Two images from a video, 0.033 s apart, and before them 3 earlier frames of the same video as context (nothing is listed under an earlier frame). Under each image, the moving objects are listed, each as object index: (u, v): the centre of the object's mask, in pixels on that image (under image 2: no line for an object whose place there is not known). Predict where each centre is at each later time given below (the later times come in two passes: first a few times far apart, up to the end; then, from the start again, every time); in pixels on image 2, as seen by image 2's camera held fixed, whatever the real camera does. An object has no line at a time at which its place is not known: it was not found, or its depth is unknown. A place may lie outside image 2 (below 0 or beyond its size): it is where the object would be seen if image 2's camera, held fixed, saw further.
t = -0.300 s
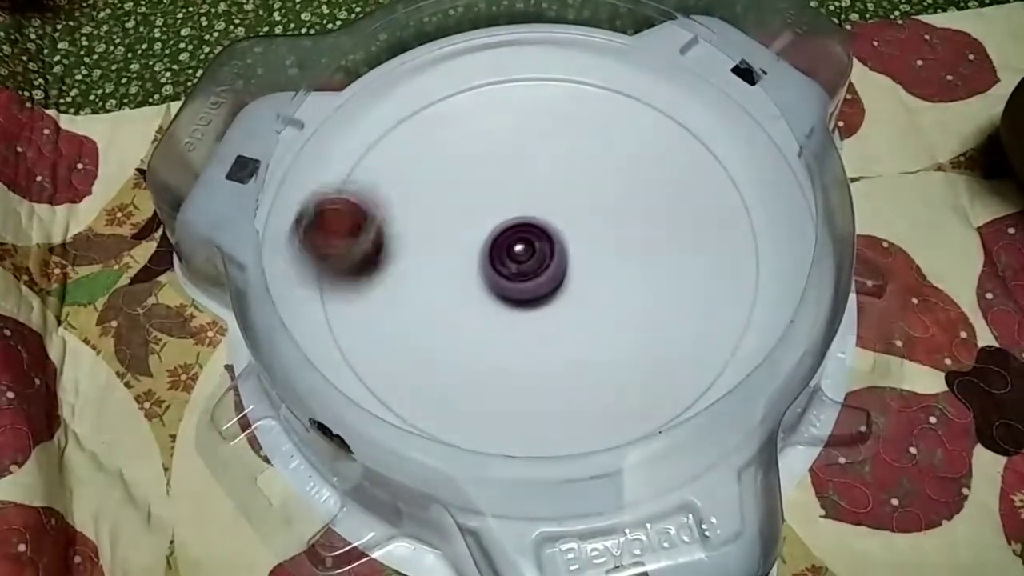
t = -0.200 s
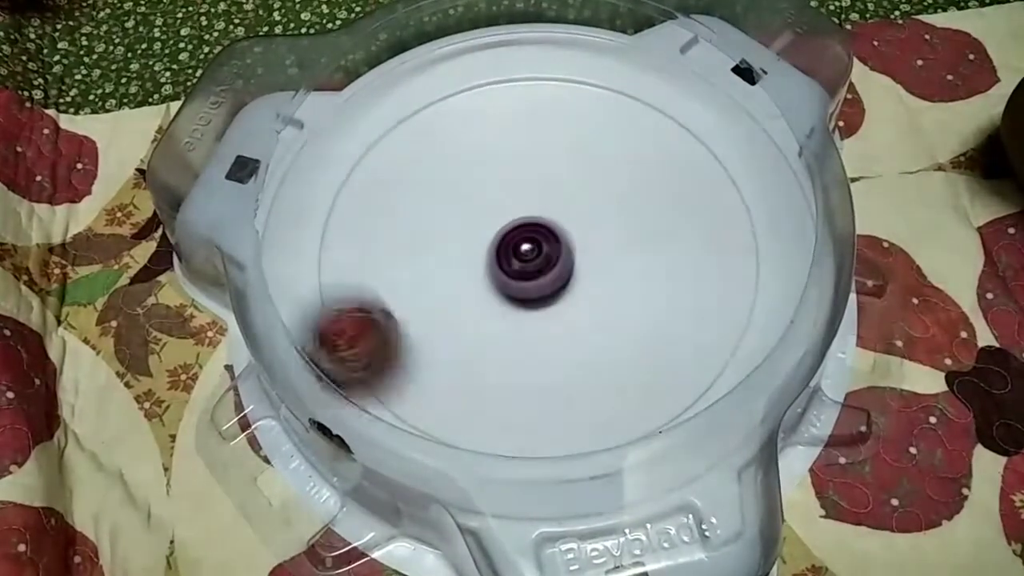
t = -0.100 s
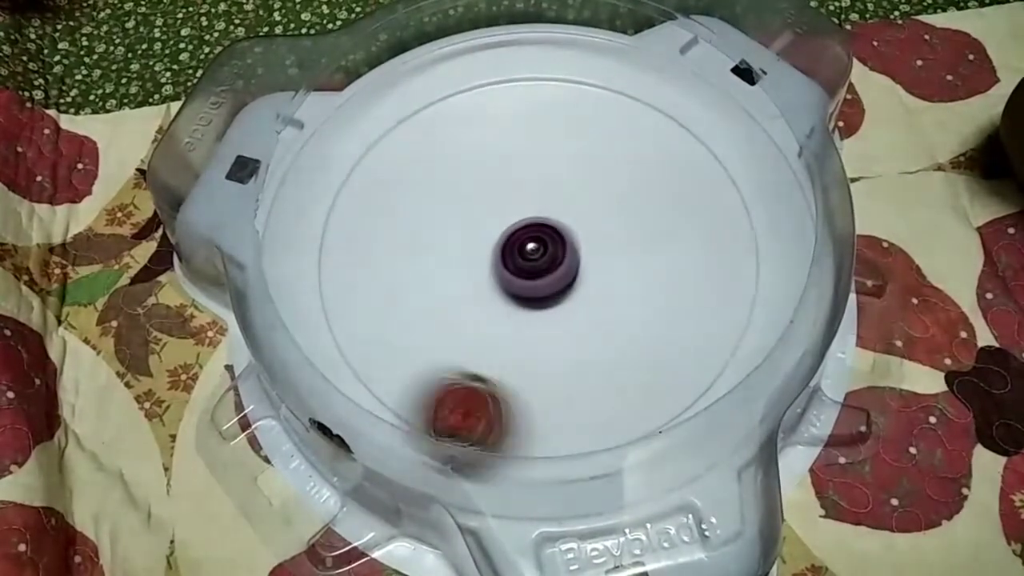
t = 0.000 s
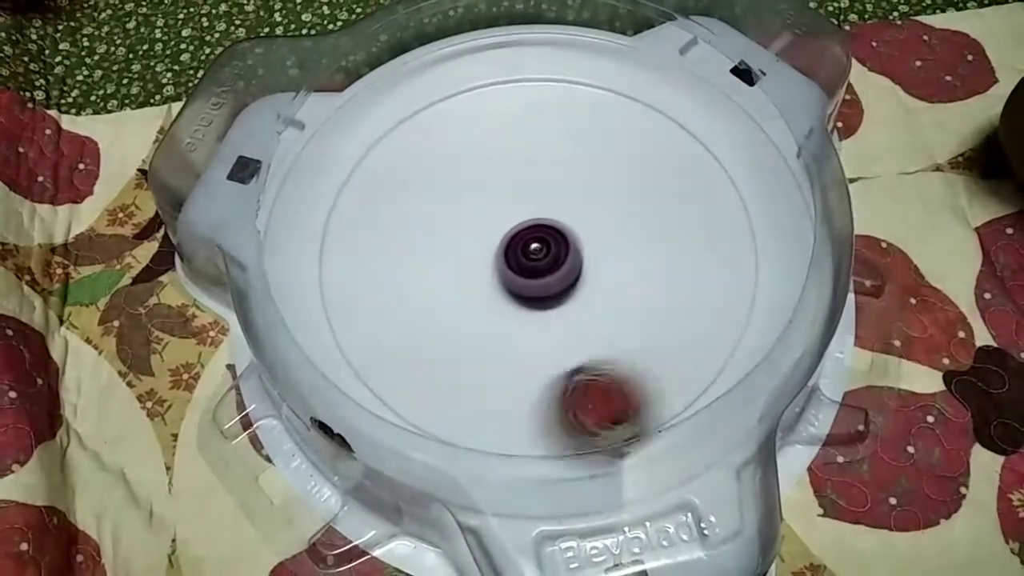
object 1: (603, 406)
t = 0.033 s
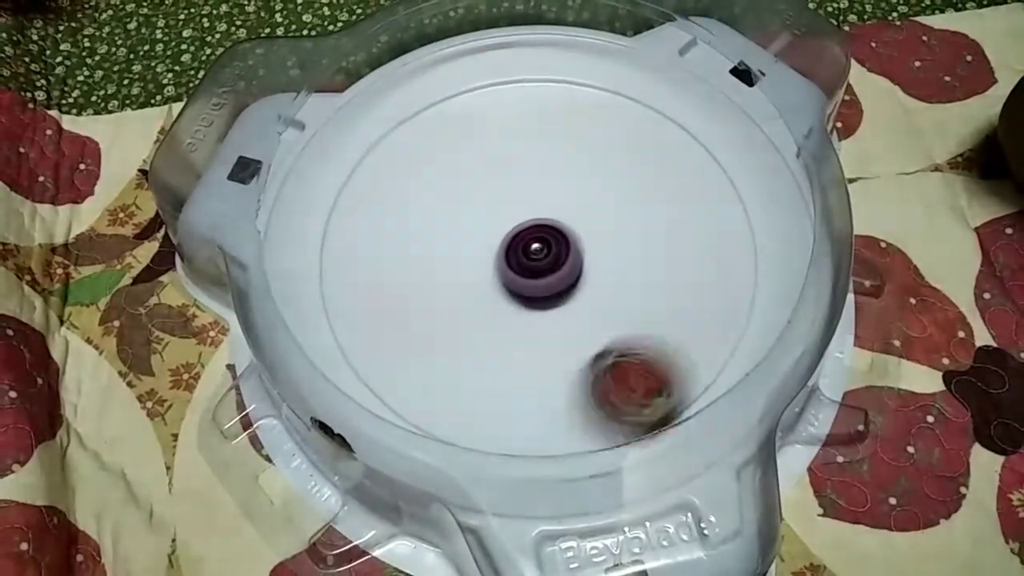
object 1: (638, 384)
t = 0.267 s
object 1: (637, 168)
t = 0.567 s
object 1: (370, 144)
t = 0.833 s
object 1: (482, 362)
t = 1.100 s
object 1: (675, 198)
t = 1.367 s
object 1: (506, 79)
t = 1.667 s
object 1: (433, 308)
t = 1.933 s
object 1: (699, 318)
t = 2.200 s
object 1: (667, 119)
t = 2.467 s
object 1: (420, 174)
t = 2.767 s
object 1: (460, 414)
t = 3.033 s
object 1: (682, 300)
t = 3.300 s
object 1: (551, 126)
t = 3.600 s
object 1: (331, 225)
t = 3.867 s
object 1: (539, 358)
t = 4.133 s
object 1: (667, 180)
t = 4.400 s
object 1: (503, 77)
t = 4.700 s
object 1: (421, 290)
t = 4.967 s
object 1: (659, 350)
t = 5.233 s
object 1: (686, 164)
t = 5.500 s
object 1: (466, 147)
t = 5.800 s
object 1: (393, 353)
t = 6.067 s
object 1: (624, 360)
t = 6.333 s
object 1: (613, 163)
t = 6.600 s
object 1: (423, 120)
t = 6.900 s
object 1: (429, 315)
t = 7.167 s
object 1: (651, 276)
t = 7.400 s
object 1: (654, 125)
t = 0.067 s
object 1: (661, 355)
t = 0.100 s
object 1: (674, 323)
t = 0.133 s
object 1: (678, 289)
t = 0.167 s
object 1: (675, 256)
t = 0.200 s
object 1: (667, 222)
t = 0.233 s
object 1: (655, 193)
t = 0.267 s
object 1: (637, 168)
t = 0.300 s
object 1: (616, 145)
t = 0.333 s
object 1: (589, 127)
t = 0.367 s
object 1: (560, 113)
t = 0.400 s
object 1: (529, 103)
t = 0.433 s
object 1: (497, 96)
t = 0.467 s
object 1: (462, 95)
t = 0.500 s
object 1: (425, 100)
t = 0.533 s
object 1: (394, 116)
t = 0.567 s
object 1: (370, 144)
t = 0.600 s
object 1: (352, 174)
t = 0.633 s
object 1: (338, 210)
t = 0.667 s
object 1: (336, 244)
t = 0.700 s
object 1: (347, 281)
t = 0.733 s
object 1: (368, 310)
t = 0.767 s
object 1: (400, 335)
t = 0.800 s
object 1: (438, 353)
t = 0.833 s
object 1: (482, 362)
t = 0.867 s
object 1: (523, 363)
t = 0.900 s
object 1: (563, 353)
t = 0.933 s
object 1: (596, 336)
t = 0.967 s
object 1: (626, 314)
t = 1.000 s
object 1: (647, 287)
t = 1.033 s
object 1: (661, 259)
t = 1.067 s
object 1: (670, 229)
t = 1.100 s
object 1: (675, 198)
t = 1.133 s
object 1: (675, 170)
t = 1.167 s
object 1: (668, 142)
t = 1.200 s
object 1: (656, 114)
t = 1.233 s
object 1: (634, 93)
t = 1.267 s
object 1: (608, 81)
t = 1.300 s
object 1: (574, 76)
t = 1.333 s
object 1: (541, 76)
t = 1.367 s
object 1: (506, 79)
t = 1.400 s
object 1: (473, 87)
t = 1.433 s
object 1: (440, 103)
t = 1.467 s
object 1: (415, 125)
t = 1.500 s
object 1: (398, 153)
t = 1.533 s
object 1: (388, 184)
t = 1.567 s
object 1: (385, 219)
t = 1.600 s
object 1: (393, 249)
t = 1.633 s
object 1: (409, 278)
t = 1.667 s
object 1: (433, 308)
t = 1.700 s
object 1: (457, 330)
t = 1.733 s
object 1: (491, 349)
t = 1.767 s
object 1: (529, 361)
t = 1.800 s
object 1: (569, 367)
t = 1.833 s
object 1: (610, 366)
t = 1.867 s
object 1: (644, 356)
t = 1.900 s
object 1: (675, 341)
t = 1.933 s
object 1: (699, 318)
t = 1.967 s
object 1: (718, 293)
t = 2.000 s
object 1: (732, 265)
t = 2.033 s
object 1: (740, 238)
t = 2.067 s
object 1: (741, 206)
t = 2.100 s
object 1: (735, 180)
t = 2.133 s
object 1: (719, 155)
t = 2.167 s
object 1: (695, 132)
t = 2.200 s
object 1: (667, 119)
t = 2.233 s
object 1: (634, 108)
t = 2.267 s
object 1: (602, 103)
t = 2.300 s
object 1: (568, 104)
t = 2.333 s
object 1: (534, 109)
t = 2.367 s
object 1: (502, 119)
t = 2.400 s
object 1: (471, 133)
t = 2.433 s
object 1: (445, 149)
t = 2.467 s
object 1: (420, 174)
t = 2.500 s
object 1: (401, 196)
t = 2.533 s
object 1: (384, 223)
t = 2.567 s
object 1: (375, 251)
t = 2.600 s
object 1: (373, 280)
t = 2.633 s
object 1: (376, 310)
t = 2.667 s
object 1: (388, 343)
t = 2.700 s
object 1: (405, 370)
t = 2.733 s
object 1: (431, 397)
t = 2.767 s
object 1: (460, 414)
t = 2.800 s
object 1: (501, 430)
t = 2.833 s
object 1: (545, 431)
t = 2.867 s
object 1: (584, 423)
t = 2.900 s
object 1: (619, 404)
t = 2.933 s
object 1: (649, 385)
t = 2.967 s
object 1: (669, 360)
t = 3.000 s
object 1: (679, 330)
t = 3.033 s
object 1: (682, 300)
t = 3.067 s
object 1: (680, 269)
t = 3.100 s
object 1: (673, 241)
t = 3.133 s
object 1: (661, 214)
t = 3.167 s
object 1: (645, 190)
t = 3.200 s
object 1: (627, 169)
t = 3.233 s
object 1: (602, 150)
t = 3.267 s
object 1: (578, 137)
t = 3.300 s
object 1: (551, 126)
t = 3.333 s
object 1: (521, 118)
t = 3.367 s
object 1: (490, 115)
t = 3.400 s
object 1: (460, 116)
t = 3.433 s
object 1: (430, 124)
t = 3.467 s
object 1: (400, 132)
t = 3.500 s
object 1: (375, 147)
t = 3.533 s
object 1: (353, 168)
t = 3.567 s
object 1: (338, 190)
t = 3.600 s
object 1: (331, 225)
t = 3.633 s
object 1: (334, 255)
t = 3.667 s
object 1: (346, 287)
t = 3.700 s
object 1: (366, 313)
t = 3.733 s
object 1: (397, 337)
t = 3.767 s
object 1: (427, 352)
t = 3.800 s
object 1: (467, 362)
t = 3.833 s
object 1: (505, 365)
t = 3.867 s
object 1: (539, 358)
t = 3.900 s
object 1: (572, 348)
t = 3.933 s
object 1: (601, 330)
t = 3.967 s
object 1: (624, 307)
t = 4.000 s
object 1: (640, 285)
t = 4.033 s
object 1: (654, 259)
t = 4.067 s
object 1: (662, 233)
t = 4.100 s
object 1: (667, 203)
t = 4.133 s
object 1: (667, 180)
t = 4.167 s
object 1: (662, 152)
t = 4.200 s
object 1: (652, 130)
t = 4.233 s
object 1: (636, 111)
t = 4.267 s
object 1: (615, 94)
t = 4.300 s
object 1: (590, 80)
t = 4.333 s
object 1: (563, 75)
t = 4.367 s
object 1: (532, 72)
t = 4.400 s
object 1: (503, 77)
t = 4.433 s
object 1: (473, 89)
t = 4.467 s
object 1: (448, 104)
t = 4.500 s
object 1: (425, 125)
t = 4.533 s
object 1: (408, 148)
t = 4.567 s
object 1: (397, 175)
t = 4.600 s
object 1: (392, 207)
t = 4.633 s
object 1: (395, 237)
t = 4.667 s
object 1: (405, 262)
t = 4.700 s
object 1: (421, 290)
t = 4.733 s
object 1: (440, 312)
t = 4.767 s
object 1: (465, 334)
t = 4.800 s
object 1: (495, 351)
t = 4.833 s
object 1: (526, 362)
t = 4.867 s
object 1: (561, 369)
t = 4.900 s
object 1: (596, 368)
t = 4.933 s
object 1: (629, 362)
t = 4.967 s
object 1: (659, 350)
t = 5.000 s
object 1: (681, 332)
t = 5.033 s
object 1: (699, 311)
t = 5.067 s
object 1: (712, 286)
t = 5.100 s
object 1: (720, 260)
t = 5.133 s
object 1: (721, 234)
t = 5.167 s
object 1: (716, 209)
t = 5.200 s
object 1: (705, 185)
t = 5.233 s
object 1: (686, 164)
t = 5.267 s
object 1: (664, 149)
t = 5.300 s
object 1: (640, 136)
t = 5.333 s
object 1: (612, 128)
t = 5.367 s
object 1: (580, 125)
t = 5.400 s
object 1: (551, 127)
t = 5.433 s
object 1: (522, 129)
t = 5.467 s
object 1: (492, 136)
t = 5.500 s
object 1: (466, 147)
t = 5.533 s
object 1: (440, 164)
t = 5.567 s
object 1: (418, 182)
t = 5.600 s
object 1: (398, 201)
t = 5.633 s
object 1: (381, 225)
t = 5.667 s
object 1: (373, 249)
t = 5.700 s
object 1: (368, 275)
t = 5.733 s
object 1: (370, 302)
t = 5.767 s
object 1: (379, 329)
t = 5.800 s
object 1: (393, 353)
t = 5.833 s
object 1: (415, 377)
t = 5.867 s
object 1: (441, 393)
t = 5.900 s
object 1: (475, 407)
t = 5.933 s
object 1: (508, 412)
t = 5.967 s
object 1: (545, 408)
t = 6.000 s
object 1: (578, 397)
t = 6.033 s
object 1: (603, 381)
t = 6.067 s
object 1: (624, 360)
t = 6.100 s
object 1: (638, 335)
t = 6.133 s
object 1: (648, 309)
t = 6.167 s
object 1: (652, 282)
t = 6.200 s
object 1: (651, 255)
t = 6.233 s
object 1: (648, 229)
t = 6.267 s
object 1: (640, 206)
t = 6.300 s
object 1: (628, 182)
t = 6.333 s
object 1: (613, 163)
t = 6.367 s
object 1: (596, 145)
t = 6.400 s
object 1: (574, 131)
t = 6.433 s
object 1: (551, 121)
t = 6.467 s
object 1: (527, 111)
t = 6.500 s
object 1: (500, 106)
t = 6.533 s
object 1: (474, 106)
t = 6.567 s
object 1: (449, 110)
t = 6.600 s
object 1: (423, 120)
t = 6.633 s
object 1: (401, 134)
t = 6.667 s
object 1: (380, 152)
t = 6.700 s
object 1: (365, 174)
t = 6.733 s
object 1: (358, 197)
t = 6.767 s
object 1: (358, 226)
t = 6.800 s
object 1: (366, 251)
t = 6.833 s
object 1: (382, 276)
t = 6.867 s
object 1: (402, 296)
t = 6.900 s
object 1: (429, 315)
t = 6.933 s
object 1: (458, 329)
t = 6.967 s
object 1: (489, 337)
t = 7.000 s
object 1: (522, 339)
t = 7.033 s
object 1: (554, 334)
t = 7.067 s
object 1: (584, 326)
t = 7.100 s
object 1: (610, 314)
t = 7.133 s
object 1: (633, 296)
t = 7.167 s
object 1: (651, 276)
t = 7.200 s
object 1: (664, 254)
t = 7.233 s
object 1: (673, 233)
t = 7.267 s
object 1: (679, 209)
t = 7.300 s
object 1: (681, 186)
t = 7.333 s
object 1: (676, 163)
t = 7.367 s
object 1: (668, 144)
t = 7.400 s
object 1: (654, 125)
